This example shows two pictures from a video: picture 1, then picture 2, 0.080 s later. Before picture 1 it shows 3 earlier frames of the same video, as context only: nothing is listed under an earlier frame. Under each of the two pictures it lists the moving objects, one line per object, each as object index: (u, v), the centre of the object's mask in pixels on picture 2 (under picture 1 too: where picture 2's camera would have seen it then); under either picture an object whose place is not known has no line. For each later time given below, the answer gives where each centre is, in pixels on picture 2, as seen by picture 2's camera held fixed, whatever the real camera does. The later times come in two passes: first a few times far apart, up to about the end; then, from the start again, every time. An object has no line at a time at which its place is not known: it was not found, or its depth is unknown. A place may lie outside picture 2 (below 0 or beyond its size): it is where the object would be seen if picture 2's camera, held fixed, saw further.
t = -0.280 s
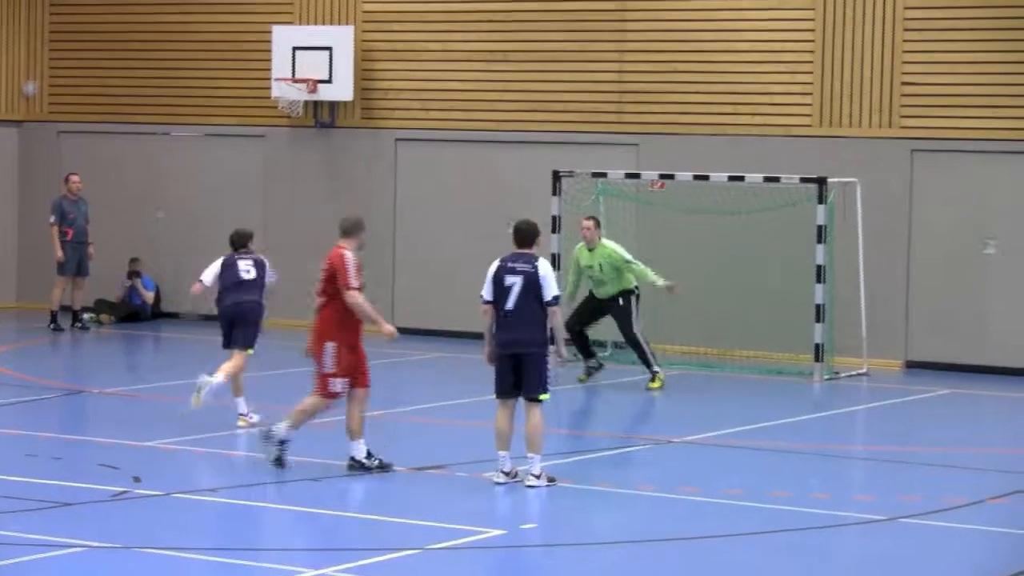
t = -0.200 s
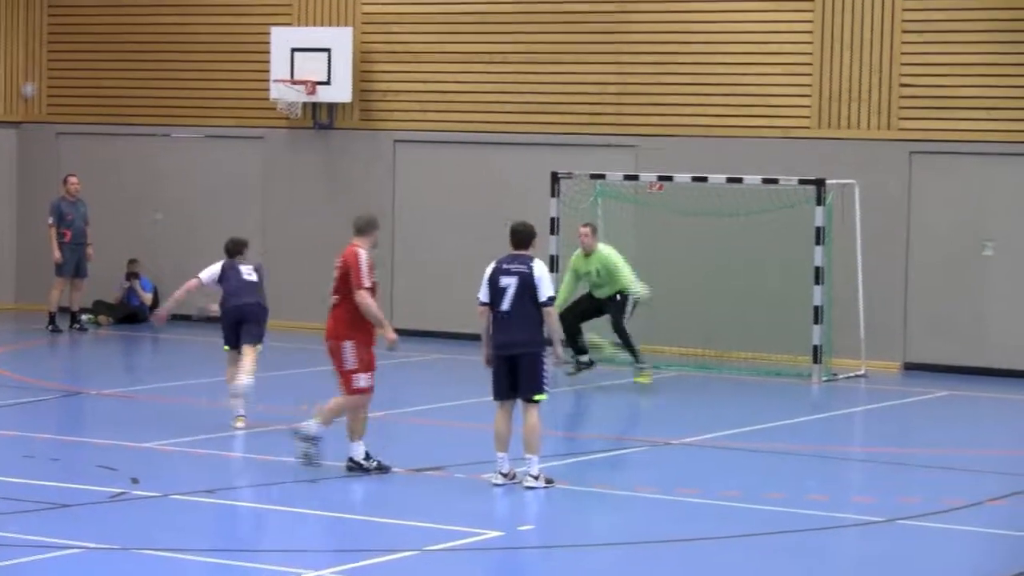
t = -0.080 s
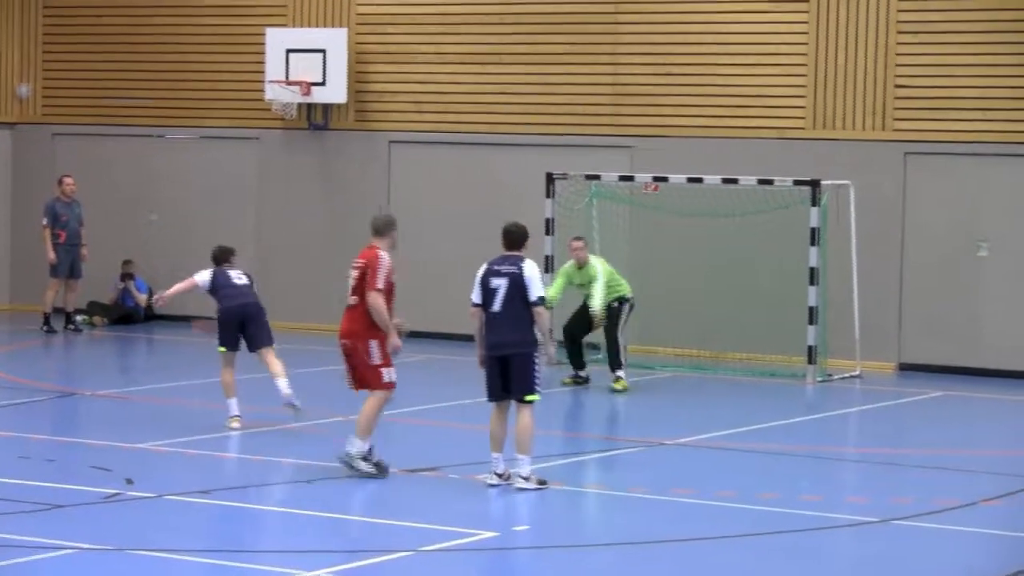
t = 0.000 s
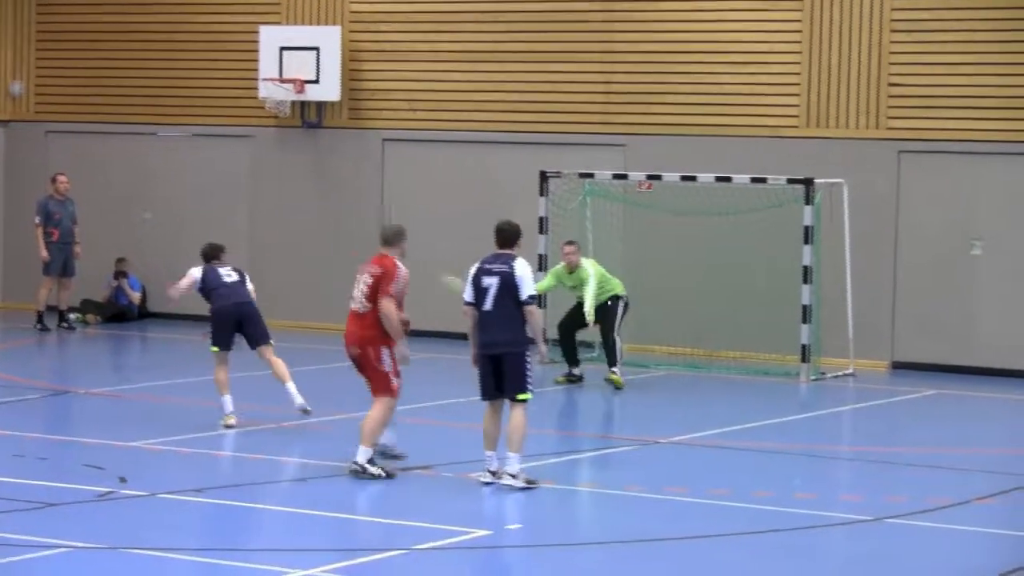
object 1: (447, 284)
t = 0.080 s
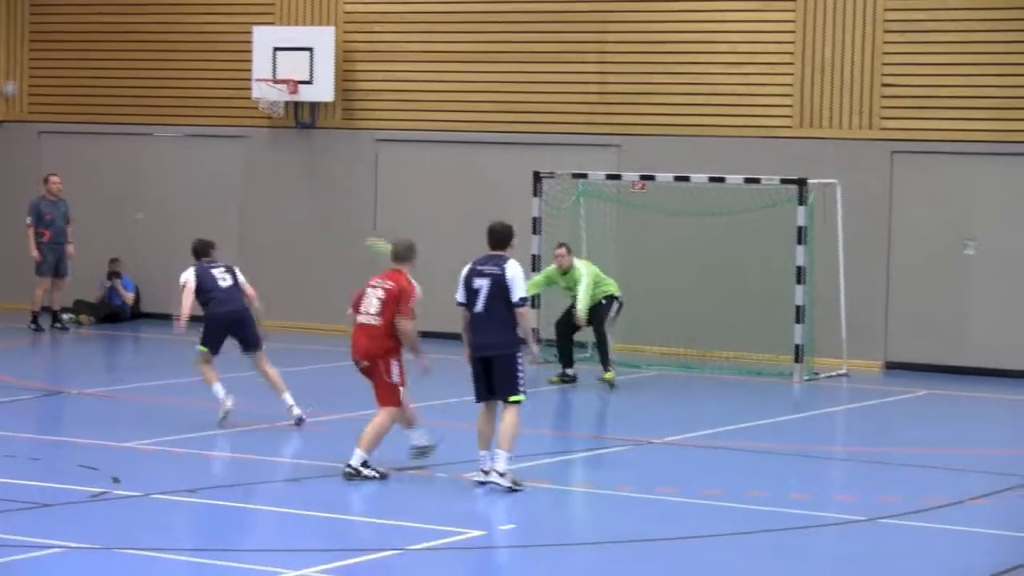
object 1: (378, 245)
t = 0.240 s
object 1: (248, 194)
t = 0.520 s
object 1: (-6, 168)
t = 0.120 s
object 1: (353, 234)
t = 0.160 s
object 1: (319, 219)
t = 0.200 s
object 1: (284, 205)
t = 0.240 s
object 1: (248, 194)
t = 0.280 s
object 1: (212, 184)
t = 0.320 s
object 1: (177, 178)
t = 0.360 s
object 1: (140, 172)
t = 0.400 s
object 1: (105, 168)
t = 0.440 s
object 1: (68, 166)
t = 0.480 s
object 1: (31, 167)
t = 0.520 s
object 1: (-6, 168)
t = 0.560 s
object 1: (-41, 169)
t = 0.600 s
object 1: (-84, 174)
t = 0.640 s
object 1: (-127, 181)
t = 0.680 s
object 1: (-168, 190)
